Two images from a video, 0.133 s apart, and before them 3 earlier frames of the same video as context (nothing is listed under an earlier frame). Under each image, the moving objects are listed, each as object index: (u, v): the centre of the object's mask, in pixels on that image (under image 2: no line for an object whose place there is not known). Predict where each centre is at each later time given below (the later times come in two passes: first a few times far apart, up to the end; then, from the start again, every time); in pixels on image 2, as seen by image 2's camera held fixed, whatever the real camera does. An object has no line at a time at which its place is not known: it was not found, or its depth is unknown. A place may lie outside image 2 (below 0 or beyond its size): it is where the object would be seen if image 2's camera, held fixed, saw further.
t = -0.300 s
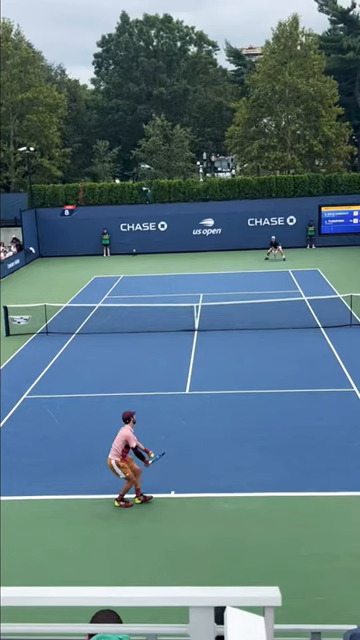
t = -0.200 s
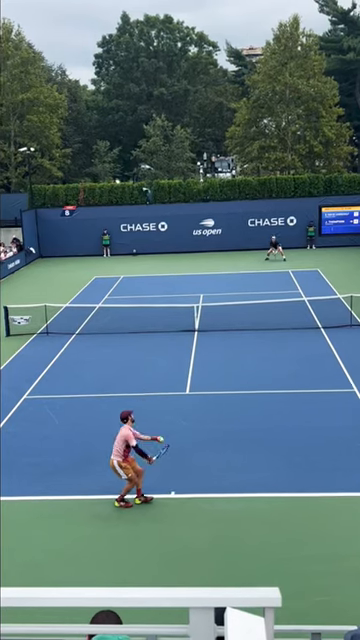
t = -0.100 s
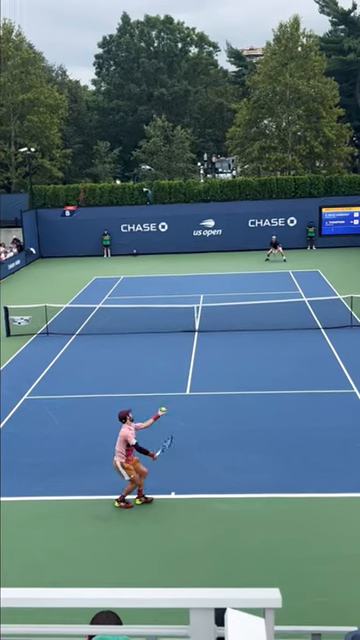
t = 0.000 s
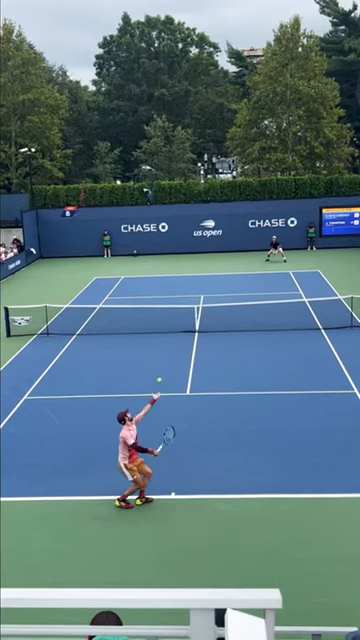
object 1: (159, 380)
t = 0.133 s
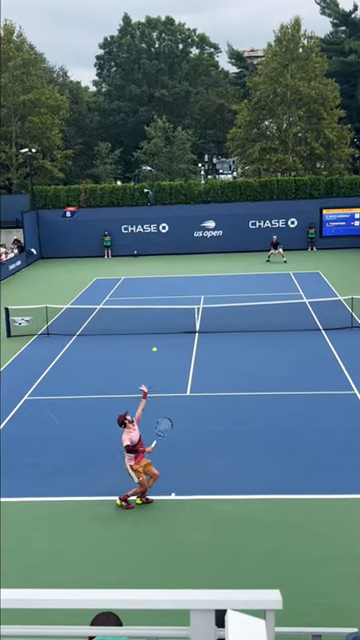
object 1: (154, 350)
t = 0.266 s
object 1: (149, 329)
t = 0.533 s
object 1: (142, 316)
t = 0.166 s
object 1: (153, 343)
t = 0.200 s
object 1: (152, 338)
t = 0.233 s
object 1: (150, 333)
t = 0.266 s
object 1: (149, 329)
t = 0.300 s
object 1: (148, 325)
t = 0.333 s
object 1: (147, 322)
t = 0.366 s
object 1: (146, 320)
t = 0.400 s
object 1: (145, 318)
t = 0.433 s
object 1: (144, 316)
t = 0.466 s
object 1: (144, 316)
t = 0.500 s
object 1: (143, 316)
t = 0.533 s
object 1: (142, 316)
